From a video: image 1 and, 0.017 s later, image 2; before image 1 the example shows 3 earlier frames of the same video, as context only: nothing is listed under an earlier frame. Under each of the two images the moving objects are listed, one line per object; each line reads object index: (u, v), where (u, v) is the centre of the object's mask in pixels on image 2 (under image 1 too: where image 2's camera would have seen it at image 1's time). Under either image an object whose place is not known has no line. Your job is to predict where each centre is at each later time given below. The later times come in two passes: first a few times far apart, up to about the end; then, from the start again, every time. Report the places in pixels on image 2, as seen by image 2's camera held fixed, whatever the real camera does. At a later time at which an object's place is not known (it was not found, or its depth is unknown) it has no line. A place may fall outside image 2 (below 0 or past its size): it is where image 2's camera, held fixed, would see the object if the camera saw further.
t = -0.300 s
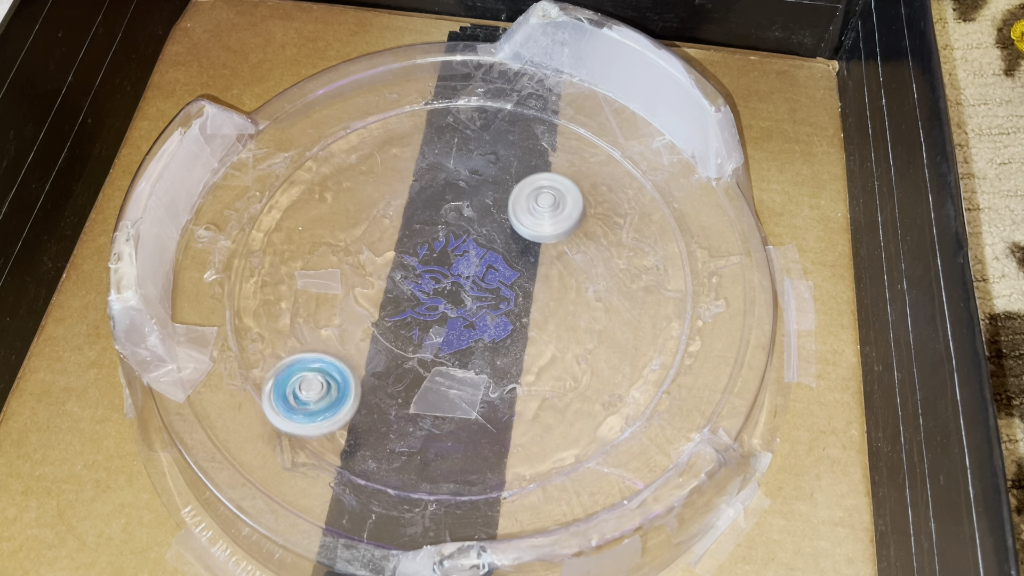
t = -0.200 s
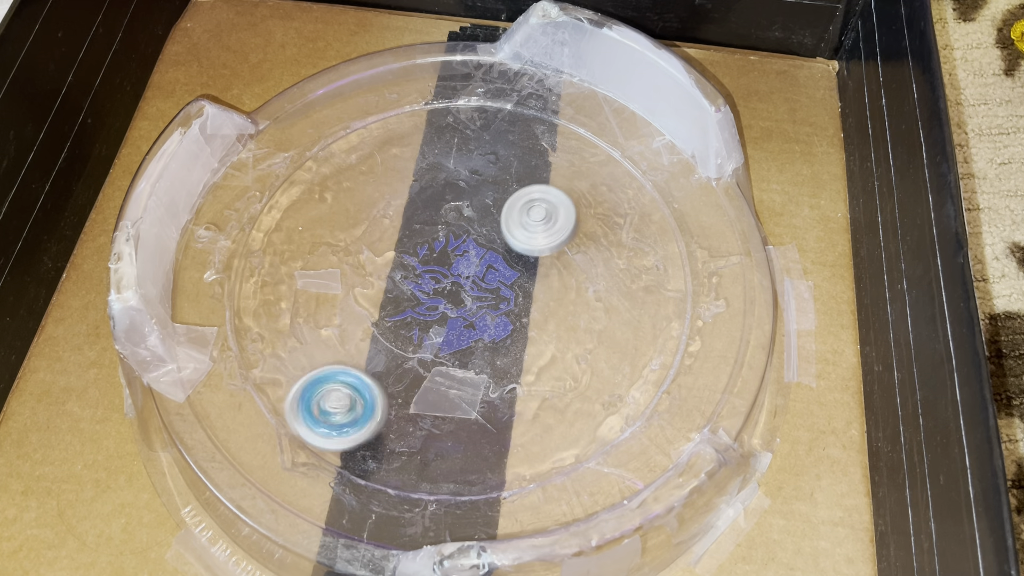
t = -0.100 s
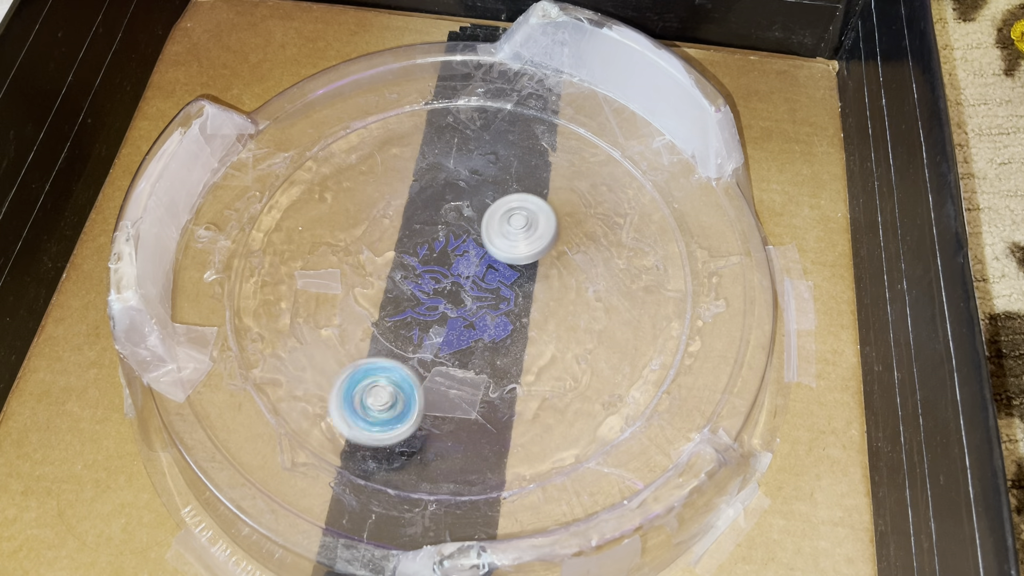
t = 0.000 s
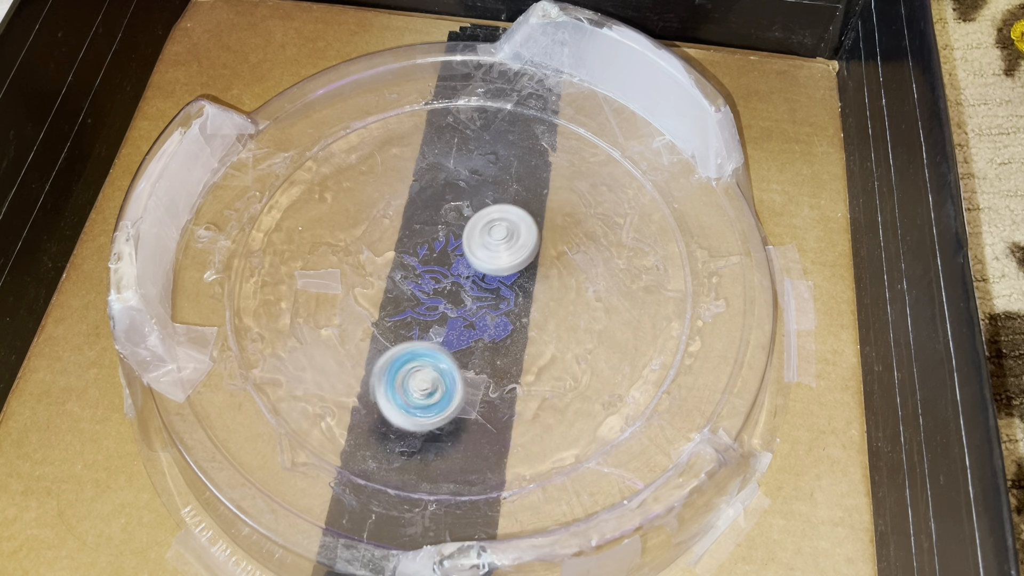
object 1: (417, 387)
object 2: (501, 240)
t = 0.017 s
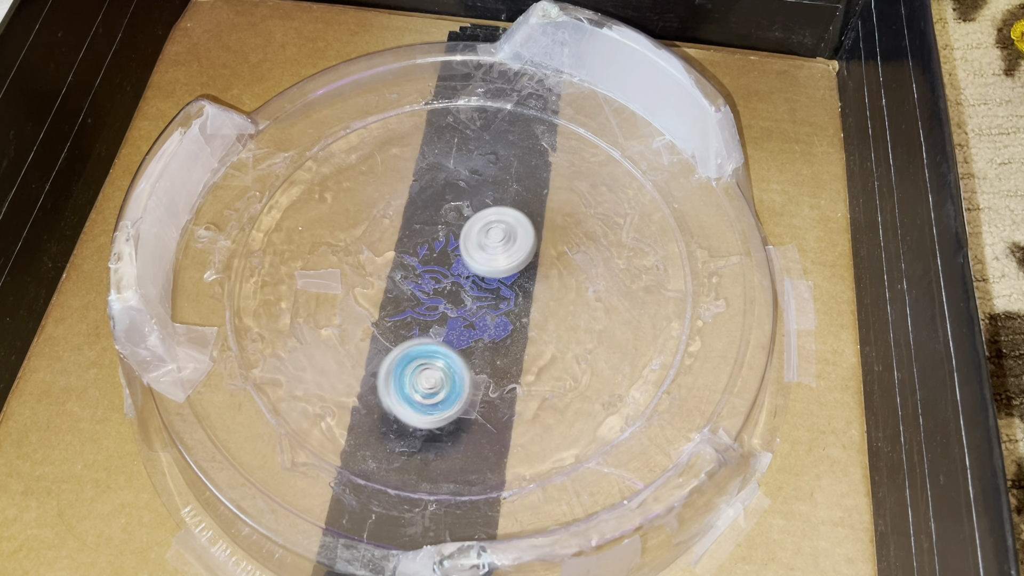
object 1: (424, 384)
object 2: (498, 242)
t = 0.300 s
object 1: (530, 336)
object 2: (452, 294)
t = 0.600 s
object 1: (614, 286)
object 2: (441, 347)
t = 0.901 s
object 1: (538, 248)
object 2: (454, 356)
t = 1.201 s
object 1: (440, 214)
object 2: (457, 326)
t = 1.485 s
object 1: (369, 201)
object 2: (441, 286)
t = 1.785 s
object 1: (347, 239)
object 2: (486, 292)
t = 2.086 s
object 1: (418, 296)
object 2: (489, 245)
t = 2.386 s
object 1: (477, 355)
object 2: (469, 232)
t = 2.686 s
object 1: (506, 345)
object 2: (448, 249)
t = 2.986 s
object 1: (507, 295)
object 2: (424, 264)
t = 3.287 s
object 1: (557, 280)
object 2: (357, 283)
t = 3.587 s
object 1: (534, 296)
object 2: (386, 331)
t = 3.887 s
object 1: (500, 250)
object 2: (442, 333)
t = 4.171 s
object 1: (468, 205)
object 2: (479, 301)
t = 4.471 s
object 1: (450, 215)
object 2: (494, 284)
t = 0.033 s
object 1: (431, 381)
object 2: (494, 245)
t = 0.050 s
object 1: (437, 378)
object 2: (491, 247)
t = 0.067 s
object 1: (444, 375)
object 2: (489, 250)
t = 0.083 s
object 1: (450, 372)
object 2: (486, 253)
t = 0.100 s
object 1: (456, 369)
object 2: (483, 256)
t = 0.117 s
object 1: (463, 366)
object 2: (480, 258)
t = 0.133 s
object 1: (469, 363)
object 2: (477, 261)
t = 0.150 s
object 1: (475, 360)
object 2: (474, 264)
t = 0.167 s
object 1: (481, 357)
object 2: (471, 268)
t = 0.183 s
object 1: (487, 354)
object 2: (469, 271)
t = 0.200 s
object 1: (493, 352)
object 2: (466, 274)
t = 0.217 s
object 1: (500, 349)
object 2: (464, 277)
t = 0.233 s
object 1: (506, 346)
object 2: (461, 280)
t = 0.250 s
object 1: (511, 344)
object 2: (459, 284)
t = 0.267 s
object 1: (518, 341)
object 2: (457, 287)
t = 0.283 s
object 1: (524, 338)
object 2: (454, 291)
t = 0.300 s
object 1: (530, 336)
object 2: (452, 294)
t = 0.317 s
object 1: (536, 334)
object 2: (451, 298)
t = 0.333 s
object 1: (542, 331)
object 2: (449, 301)
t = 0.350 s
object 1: (549, 329)
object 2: (448, 305)
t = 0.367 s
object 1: (555, 326)
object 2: (446, 308)
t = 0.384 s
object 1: (560, 324)
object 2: (445, 312)
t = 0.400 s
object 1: (566, 322)
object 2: (444, 315)
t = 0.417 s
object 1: (572, 319)
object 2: (443, 318)
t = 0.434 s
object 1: (577, 317)
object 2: (442, 322)
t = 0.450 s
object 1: (583, 315)
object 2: (441, 325)
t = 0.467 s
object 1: (588, 312)
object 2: (441, 328)
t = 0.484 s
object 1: (592, 309)
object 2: (440, 331)
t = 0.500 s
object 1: (596, 306)
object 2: (440, 333)
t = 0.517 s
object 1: (601, 303)
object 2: (440, 336)
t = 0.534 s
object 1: (604, 300)
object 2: (440, 338)
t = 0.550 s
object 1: (607, 297)
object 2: (440, 341)
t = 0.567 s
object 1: (610, 294)
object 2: (440, 343)
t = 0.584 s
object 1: (613, 290)
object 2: (440, 345)
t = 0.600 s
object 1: (614, 286)
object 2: (441, 347)
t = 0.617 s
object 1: (614, 283)
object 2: (441, 348)
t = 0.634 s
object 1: (613, 279)
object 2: (442, 350)
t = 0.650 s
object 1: (612, 275)
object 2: (442, 351)
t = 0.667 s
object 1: (609, 272)
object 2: (443, 352)
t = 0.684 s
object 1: (606, 269)
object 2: (443, 353)
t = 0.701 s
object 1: (603, 266)
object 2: (444, 354)
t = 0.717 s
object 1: (599, 264)
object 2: (445, 354)
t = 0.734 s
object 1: (594, 262)
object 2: (445, 355)
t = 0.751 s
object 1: (589, 260)
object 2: (446, 356)
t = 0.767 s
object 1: (584, 258)
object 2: (447, 356)
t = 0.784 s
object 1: (578, 257)
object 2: (448, 356)
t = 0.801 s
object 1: (572, 255)
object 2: (448, 357)
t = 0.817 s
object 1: (566, 254)
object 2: (449, 357)
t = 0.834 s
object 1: (561, 252)
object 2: (450, 357)
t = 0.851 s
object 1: (555, 251)
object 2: (451, 357)
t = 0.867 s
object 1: (549, 250)
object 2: (452, 357)
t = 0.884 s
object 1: (544, 249)
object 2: (453, 357)
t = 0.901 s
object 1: (538, 248)
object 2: (454, 356)
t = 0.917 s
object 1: (532, 246)
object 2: (455, 356)
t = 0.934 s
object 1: (526, 245)
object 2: (455, 355)
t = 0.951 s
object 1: (520, 244)
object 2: (456, 354)
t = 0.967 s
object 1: (515, 242)
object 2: (457, 353)
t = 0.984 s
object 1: (509, 241)
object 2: (457, 352)
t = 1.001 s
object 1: (503, 239)
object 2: (458, 350)
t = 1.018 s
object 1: (498, 238)
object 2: (458, 349)
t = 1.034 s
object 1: (492, 236)
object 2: (459, 347)
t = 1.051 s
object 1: (487, 234)
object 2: (459, 345)
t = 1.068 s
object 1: (481, 232)
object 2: (459, 344)
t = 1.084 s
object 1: (476, 230)
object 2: (459, 342)
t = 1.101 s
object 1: (470, 228)
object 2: (459, 340)
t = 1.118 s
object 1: (464, 226)
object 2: (459, 338)
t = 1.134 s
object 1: (459, 223)
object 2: (459, 335)
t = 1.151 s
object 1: (454, 221)
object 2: (459, 333)
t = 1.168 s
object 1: (449, 219)
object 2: (458, 331)
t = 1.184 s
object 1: (444, 217)
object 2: (458, 328)
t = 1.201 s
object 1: (440, 214)
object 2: (457, 326)
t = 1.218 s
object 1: (435, 212)
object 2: (457, 323)
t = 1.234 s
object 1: (430, 210)
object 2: (456, 321)
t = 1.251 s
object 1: (425, 207)
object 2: (455, 319)
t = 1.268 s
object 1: (421, 206)
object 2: (455, 316)
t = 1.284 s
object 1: (416, 204)
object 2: (454, 313)
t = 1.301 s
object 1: (411, 202)
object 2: (453, 311)
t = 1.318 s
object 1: (407, 200)
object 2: (452, 309)
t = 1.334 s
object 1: (403, 198)
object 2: (451, 306)
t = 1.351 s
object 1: (399, 197)
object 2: (450, 304)
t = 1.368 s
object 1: (394, 196)
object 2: (448, 301)
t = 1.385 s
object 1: (390, 195)
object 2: (448, 299)
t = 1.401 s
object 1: (386, 194)
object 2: (447, 297)
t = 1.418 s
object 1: (382, 195)
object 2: (445, 294)
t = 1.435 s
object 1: (378, 195)
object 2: (444, 292)
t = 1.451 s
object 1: (375, 196)
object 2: (443, 290)
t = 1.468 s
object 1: (371, 198)
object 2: (442, 288)
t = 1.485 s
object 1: (369, 201)
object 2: (441, 286)
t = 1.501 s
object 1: (368, 204)
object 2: (440, 284)
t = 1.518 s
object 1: (367, 208)
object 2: (439, 282)
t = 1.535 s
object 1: (366, 211)
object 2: (437, 280)
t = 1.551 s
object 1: (367, 215)
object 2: (436, 278)
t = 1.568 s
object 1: (368, 219)
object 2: (435, 276)
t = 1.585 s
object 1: (369, 223)
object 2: (434, 274)
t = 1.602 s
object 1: (364, 222)
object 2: (438, 277)
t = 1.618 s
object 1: (358, 219)
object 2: (445, 281)
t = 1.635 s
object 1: (354, 219)
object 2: (453, 286)
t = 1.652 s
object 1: (352, 219)
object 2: (459, 289)
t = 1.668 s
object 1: (349, 221)
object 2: (465, 293)
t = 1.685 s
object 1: (347, 222)
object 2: (470, 295)
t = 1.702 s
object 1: (345, 224)
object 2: (474, 296)
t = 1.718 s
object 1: (344, 227)
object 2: (478, 297)
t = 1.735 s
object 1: (343, 230)
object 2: (481, 297)
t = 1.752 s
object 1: (344, 233)
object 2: (483, 296)
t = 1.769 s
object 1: (345, 235)
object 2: (485, 294)
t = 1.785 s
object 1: (347, 239)
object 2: (486, 292)
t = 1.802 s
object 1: (350, 242)
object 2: (488, 290)
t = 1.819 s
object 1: (353, 246)
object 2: (489, 287)
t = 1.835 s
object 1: (356, 249)
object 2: (490, 284)
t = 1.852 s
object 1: (359, 251)
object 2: (491, 281)
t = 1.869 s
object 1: (363, 254)
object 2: (492, 278)
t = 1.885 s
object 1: (367, 258)
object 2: (492, 274)
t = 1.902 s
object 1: (372, 261)
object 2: (493, 271)
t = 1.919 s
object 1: (376, 265)
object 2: (493, 268)
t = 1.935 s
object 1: (380, 268)
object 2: (493, 265)
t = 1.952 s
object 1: (384, 271)
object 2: (493, 262)
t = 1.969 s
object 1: (389, 274)
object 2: (493, 260)
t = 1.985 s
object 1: (393, 277)
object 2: (493, 257)
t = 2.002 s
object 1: (398, 280)
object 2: (493, 255)
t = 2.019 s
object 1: (402, 283)
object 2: (493, 252)
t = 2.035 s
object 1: (406, 286)
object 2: (492, 250)
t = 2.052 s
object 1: (410, 289)
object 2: (491, 248)
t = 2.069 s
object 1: (415, 292)
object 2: (490, 247)
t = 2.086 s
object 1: (418, 296)
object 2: (489, 245)
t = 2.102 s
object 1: (422, 299)
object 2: (489, 244)
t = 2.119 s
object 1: (426, 302)
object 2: (487, 242)
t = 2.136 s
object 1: (430, 306)
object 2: (486, 241)
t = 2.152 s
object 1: (434, 309)
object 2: (485, 240)
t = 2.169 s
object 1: (437, 313)
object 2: (484, 239)
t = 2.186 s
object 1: (441, 316)
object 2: (483, 238)
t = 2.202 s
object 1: (445, 319)
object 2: (482, 237)
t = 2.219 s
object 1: (448, 323)
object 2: (481, 236)
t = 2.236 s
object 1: (452, 326)
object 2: (480, 235)
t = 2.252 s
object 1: (455, 330)
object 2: (479, 235)
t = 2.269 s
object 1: (458, 333)
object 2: (478, 234)
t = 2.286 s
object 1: (461, 337)
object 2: (477, 234)
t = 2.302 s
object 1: (464, 340)
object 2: (475, 233)
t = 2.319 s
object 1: (467, 343)
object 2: (474, 233)
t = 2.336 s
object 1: (469, 346)
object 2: (473, 232)
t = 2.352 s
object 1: (472, 350)
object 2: (472, 232)
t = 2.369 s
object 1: (475, 352)
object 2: (470, 232)
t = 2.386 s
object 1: (477, 355)
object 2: (469, 232)
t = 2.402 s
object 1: (480, 359)
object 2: (468, 232)
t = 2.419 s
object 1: (482, 361)
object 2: (466, 232)
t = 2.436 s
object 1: (485, 363)
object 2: (465, 232)
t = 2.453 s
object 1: (488, 366)
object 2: (464, 232)
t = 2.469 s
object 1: (491, 368)
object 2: (462, 233)
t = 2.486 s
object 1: (493, 369)
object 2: (461, 234)
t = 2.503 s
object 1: (496, 370)
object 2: (459, 234)
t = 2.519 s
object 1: (499, 371)
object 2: (458, 235)
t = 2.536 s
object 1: (502, 370)
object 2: (457, 236)
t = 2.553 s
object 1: (504, 369)
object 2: (456, 237)
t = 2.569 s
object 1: (506, 367)
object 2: (455, 238)
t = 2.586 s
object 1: (508, 365)
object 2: (453, 240)
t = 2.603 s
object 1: (509, 362)
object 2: (453, 241)
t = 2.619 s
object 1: (509, 359)
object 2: (452, 242)
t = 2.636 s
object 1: (509, 355)
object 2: (451, 244)
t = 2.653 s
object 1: (509, 351)
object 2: (450, 246)
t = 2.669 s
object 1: (507, 348)
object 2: (449, 247)
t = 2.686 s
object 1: (506, 345)
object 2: (448, 249)
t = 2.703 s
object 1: (505, 342)
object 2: (448, 251)
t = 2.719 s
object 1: (504, 338)
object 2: (447, 253)
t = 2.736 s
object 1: (502, 334)
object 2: (447, 255)
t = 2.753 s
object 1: (500, 330)
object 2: (446, 257)
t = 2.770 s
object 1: (499, 326)
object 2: (446, 259)
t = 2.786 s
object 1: (498, 322)
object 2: (446, 262)
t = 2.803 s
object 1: (497, 319)
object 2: (445, 263)
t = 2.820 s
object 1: (497, 317)
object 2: (443, 263)
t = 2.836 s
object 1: (497, 316)
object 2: (441, 263)
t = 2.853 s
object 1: (497, 313)
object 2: (439, 262)
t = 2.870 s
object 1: (497, 310)
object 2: (437, 263)
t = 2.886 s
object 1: (500, 308)
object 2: (434, 261)
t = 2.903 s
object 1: (502, 306)
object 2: (431, 260)
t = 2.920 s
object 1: (503, 305)
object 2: (429, 260)
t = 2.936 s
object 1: (505, 302)
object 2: (428, 260)
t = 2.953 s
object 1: (506, 300)
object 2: (426, 261)
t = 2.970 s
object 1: (507, 298)
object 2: (425, 262)
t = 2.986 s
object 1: (507, 295)
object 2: (424, 264)
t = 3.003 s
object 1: (507, 292)
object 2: (423, 265)
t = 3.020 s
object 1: (507, 289)
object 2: (423, 267)
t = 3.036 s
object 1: (506, 287)
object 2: (422, 269)
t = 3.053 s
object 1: (505, 284)
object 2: (421, 271)
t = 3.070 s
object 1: (504, 282)
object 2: (421, 273)
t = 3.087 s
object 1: (503, 279)
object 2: (420, 275)
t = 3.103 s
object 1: (511, 279)
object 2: (409, 273)
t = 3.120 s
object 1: (521, 279)
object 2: (398, 272)
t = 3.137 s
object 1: (529, 279)
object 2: (388, 272)
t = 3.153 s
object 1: (534, 279)
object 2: (379, 271)
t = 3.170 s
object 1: (539, 279)
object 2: (373, 271)
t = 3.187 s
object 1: (542, 279)
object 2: (367, 271)
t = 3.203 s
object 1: (544, 280)
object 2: (364, 272)
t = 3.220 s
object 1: (546, 279)
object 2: (361, 273)
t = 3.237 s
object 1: (548, 278)
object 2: (359, 275)
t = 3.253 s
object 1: (550, 278)
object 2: (358, 277)
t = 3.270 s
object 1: (553, 279)
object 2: (357, 280)
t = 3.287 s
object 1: (557, 280)
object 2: (357, 283)
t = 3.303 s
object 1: (559, 281)
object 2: (357, 286)
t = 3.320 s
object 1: (561, 283)
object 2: (356, 290)
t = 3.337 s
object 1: (562, 283)
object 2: (356, 293)
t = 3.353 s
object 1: (562, 284)
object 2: (356, 296)
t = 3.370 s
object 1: (563, 284)
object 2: (356, 299)
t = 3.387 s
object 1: (563, 286)
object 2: (357, 303)
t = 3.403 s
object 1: (563, 287)
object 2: (358, 306)
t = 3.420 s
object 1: (561, 288)
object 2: (359, 309)
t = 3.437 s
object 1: (560, 289)
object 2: (361, 312)
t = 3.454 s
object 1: (558, 290)
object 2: (363, 315)
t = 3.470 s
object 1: (556, 291)
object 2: (365, 317)
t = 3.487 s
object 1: (553, 292)
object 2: (367, 320)
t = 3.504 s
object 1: (550, 294)
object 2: (370, 322)
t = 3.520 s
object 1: (546, 294)
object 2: (373, 324)
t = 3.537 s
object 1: (543, 295)
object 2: (376, 326)
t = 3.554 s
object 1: (540, 295)
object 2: (379, 328)
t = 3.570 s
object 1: (537, 296)
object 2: (382, 330)
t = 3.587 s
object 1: (534, 296)
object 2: (386, 331)
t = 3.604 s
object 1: (530, 296)
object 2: (390, 333)
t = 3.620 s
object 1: (526, 296)
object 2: (393, 334)
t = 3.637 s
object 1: (522, 295)
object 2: (397, 335)
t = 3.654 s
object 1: (518, 295)
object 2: (401, 335)
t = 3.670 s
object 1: (514, 294)
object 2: (405, 336)
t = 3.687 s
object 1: (510, 293)
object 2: (409, 337)
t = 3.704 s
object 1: (508, 291)
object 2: (413, 337)
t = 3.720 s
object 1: (504, 290)
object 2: (417, 337)
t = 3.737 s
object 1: (501, 289)
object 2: (422, 337)
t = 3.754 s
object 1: (499, 287)
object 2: (427, 337)
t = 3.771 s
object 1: (496, 286)
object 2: (431, 336)
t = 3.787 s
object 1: (493, 283)
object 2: (436, 335)
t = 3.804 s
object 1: (492, 281)
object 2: (440, 334)
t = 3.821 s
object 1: (490, 279)
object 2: (444, 333)
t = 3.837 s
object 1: (493, 270)
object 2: (443, 334)
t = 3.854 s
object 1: (496, 261)
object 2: (442, 334)
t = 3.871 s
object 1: (498, 256)
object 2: (441, 333)
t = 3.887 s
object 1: (500, 250)
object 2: (442, 333)
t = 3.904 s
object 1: (502, 244)
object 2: (443, 331)
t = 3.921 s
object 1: (501, 240)
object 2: (445, 330)
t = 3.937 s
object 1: (497, 234)
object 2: (448, 328)
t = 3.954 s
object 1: (494, 229)
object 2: (450, 326)
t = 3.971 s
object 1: (490, 226)
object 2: (453, 324)
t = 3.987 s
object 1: (486, 223)
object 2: (455, 323)
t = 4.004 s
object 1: (483, 219)
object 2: (458, 321)
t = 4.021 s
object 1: (480, 216)
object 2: (460, 319)
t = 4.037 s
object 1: (479, 213)
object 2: (463, 317)
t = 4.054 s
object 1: (477, 211)
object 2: (465, 315)
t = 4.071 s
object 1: (475, 210)
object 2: (467, 314)
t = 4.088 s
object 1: (474, 208)
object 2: (469, 312)
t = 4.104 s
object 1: (472, 207)
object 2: (471, 310)
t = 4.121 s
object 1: (471, 207)
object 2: (473, 308)
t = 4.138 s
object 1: (470, 206)
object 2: (475, 305)
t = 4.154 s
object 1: (469, 205)
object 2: (477, 303)
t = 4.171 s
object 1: (468, 205)
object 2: (479, 301)
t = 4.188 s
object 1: (468, 205)
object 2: (480, 299)
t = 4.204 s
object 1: (468, 204)
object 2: (482, 296)
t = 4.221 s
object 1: (468, 205)
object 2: (483, 294)
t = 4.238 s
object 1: (468, 205)
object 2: (484, 292)
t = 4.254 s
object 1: (468, 207)
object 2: (486, 289)
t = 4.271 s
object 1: (468, 208)
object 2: (487, 287)
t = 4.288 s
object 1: (468, 209)
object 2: (488, 285)
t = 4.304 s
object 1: (467, 211)
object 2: (488, 283)
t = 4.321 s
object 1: (466, 214)
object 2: (489, 281)
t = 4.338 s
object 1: (463, 215)
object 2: (490, 279)
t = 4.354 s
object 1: (460, 215)
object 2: (490, 277)
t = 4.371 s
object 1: (457, 214)
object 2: (491, 278)
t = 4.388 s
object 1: (457, 212)
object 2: (492, 281)
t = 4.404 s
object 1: (456, 211)
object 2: (493, 283)
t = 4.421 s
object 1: (455, 211)
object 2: (493, 284)
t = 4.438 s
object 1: (453, 212)
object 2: (493, 284)
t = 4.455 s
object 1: (451, 213)
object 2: (494, 284)
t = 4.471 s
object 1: (450, 215)
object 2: (494, 284)
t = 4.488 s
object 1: (449, 217)
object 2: (495, 283)
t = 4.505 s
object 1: (449, 219)
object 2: (496, 283)
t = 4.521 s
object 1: (449, 222)
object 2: (496, 282)
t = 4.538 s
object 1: (449, 224)
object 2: (497, 282)
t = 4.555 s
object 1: (448, 225)
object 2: (499, 283)
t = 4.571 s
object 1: (447, 226)
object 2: (501, 284)
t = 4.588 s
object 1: (446, 226)
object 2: (503, 285)
